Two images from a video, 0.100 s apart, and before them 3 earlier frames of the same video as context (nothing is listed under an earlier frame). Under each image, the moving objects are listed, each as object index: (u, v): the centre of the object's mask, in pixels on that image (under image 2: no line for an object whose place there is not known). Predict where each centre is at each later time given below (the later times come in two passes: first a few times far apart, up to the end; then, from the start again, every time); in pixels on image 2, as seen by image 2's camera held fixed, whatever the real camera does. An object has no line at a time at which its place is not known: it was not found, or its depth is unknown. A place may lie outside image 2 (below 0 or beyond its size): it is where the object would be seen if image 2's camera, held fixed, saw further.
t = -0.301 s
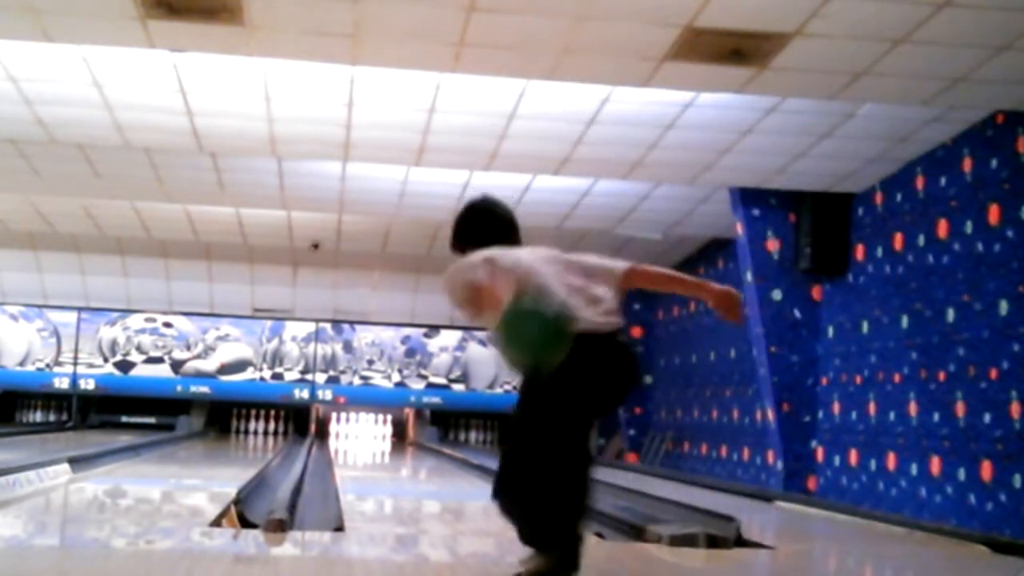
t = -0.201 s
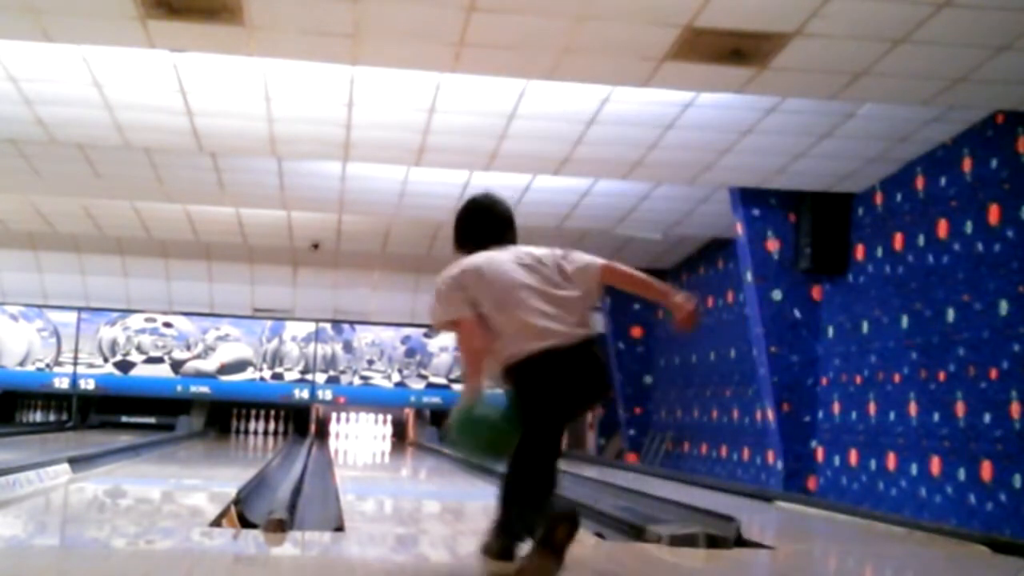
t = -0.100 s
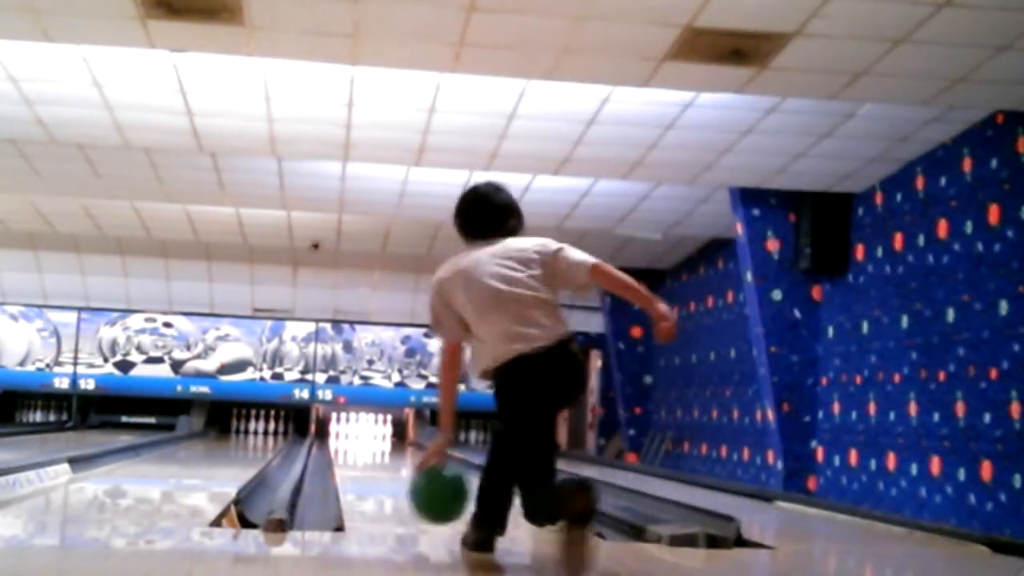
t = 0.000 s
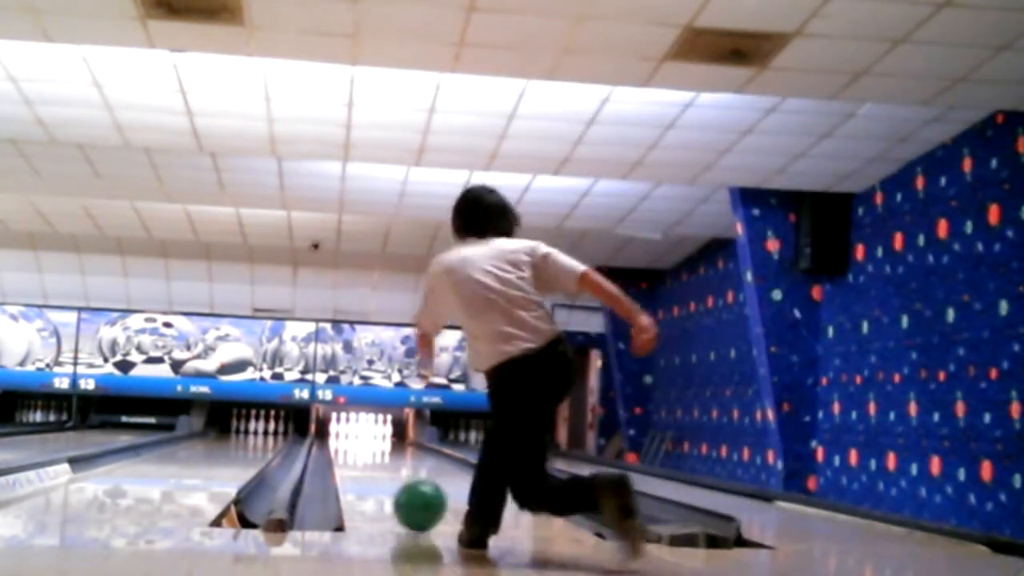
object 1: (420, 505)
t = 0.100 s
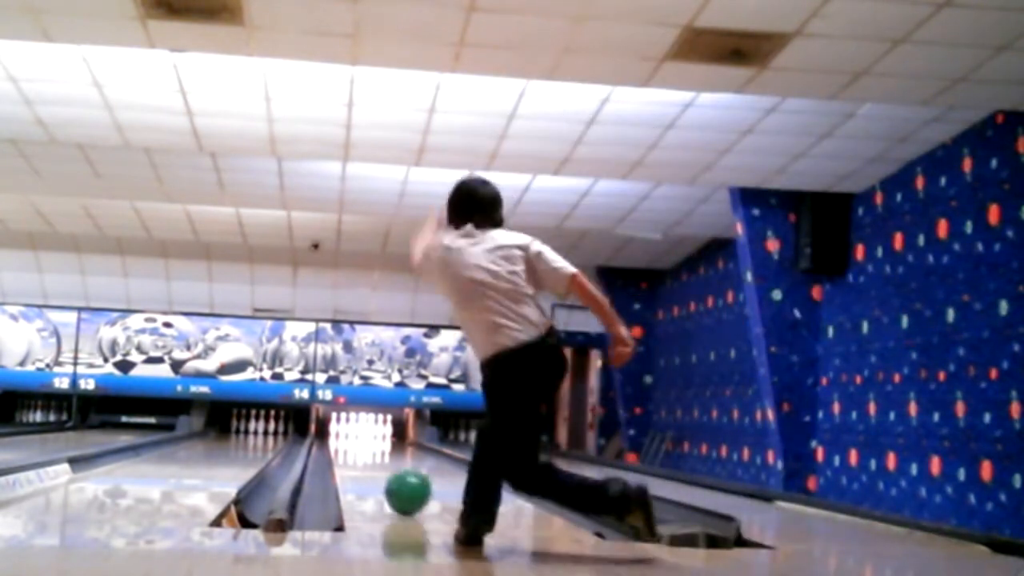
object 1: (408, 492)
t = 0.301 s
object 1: (391, 476)
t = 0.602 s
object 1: (377, 461)
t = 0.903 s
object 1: (367, 451)
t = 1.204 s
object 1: (363, 444)
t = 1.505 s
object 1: (359, 439)
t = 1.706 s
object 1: (359, 437)
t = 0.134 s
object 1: (405, 490)
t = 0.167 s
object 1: (402, 487)
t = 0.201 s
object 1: (399, 484)
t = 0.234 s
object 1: (396, 481)
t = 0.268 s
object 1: (394, 478)
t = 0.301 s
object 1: (391, 476)
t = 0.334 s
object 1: (389, 474)
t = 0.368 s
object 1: (387, 472)
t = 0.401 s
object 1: (386, 469)
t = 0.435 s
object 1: (384, 467)
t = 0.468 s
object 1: (382, 466)
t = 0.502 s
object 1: (380, 464)
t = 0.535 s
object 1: (379, 463)
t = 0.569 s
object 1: (378, 462)
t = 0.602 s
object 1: (377, 461)
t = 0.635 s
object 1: (376, 459)
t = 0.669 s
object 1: (375, 458)
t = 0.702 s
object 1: (373, 458)
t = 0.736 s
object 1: (372, 456)
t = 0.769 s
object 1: (372, 455)
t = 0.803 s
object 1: (370, 454)
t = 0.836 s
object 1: (370, 453)
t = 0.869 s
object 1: (369, 452)
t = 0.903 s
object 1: (367, 451)
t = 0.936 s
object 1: (367, 450)
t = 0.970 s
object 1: (366, 449)
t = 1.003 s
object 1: (366, 448)
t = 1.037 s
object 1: (366, 448)
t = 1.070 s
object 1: (365, 447)
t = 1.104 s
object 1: (365, 446)
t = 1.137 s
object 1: (364, 445)
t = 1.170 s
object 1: (364, 444)
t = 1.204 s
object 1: (363, 444)
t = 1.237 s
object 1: (362, 443)
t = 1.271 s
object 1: (362, 443)
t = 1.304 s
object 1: (362, 443)
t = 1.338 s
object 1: (361, 442)
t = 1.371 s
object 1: (361, 442)
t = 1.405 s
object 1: (361, 441)
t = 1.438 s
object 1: (360, 440)
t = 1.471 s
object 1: (360, 440)
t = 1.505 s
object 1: (359, 439)
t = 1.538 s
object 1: (359, 439)
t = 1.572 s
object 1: (359, 439)
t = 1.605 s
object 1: (359, 438)
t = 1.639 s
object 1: (359, 438)
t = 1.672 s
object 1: (359, 437)
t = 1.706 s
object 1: (359, 437)
